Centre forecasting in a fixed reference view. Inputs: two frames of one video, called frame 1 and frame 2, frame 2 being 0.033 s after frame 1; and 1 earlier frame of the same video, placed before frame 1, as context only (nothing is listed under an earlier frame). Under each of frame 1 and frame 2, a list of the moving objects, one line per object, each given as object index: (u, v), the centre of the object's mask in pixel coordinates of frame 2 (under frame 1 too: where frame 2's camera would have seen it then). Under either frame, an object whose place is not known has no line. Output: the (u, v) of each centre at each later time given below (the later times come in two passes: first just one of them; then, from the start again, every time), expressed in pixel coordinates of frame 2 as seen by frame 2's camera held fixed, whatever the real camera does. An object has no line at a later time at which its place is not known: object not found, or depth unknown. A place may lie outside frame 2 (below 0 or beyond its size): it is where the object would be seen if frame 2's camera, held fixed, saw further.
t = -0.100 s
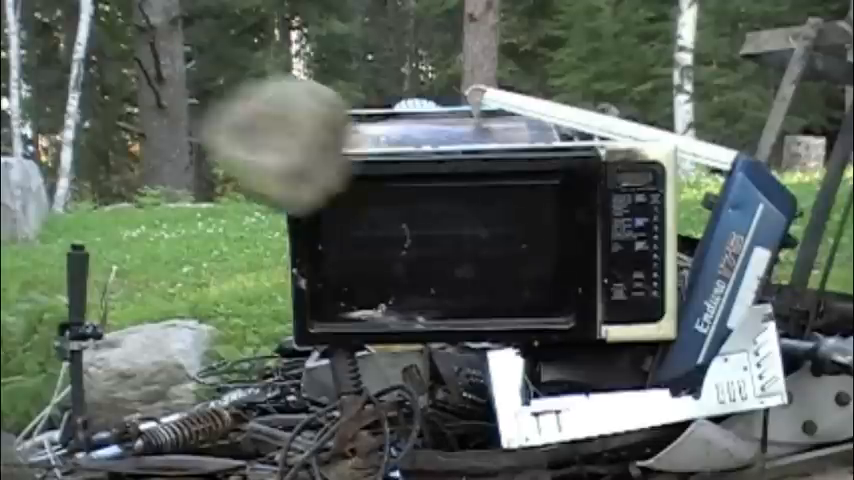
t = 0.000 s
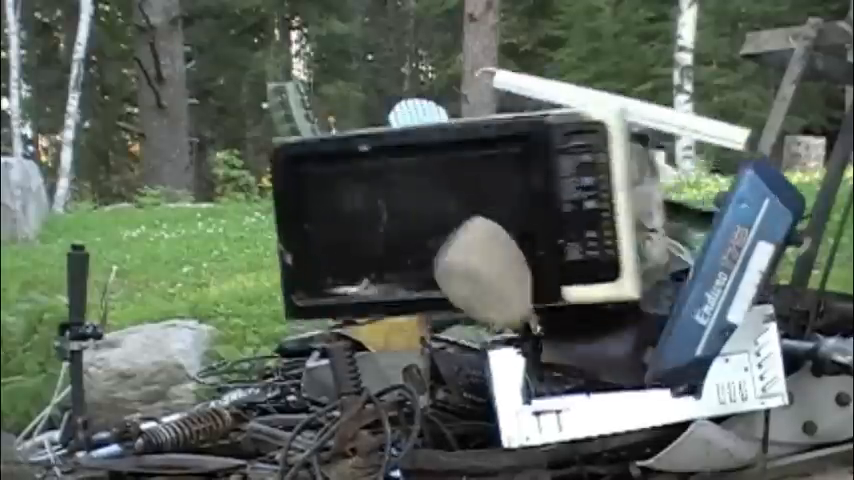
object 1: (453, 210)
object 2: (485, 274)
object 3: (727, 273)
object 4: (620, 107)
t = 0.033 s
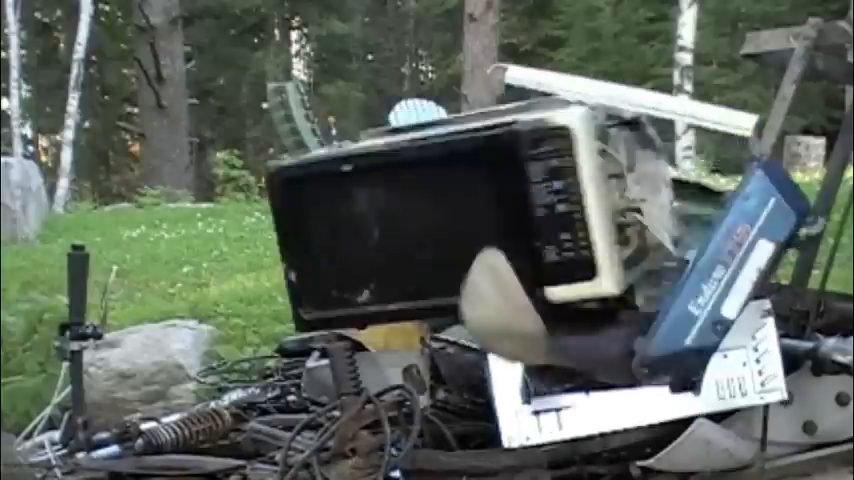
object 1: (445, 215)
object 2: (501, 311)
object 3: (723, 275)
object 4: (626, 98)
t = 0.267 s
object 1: (393, 252)
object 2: (619, 456)
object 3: (718, 279)
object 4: (595, 120)
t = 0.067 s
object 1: (437, 224)
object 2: (517, 349)
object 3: (719, 279)
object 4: (632, 96)
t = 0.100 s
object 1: (430, 236)
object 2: (537, 399)
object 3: (719, 277)
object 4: (638, 102)
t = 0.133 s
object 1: (420, 242)
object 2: (564, 444)
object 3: (715, 281)
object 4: (637, 112)
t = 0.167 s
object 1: (412, 245)
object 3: (719, 271)
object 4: (622, 112)
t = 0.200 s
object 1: (404, 249)
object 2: (607, 462)
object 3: (721, 271)
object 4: (614, 110)
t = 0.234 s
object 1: (403, 242)
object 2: (611, 458)
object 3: (721, 272)
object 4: (604, 110)
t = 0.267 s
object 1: (393, 252)
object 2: (619, 456)
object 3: (718, 279)
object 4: (595, 120)
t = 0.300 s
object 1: (387, 255)
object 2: (633, 468)
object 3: (720, 279)
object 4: (593, 141)
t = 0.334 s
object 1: (379, 259)
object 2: (631, 467)
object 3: (717, 280)
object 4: (589, 165)
